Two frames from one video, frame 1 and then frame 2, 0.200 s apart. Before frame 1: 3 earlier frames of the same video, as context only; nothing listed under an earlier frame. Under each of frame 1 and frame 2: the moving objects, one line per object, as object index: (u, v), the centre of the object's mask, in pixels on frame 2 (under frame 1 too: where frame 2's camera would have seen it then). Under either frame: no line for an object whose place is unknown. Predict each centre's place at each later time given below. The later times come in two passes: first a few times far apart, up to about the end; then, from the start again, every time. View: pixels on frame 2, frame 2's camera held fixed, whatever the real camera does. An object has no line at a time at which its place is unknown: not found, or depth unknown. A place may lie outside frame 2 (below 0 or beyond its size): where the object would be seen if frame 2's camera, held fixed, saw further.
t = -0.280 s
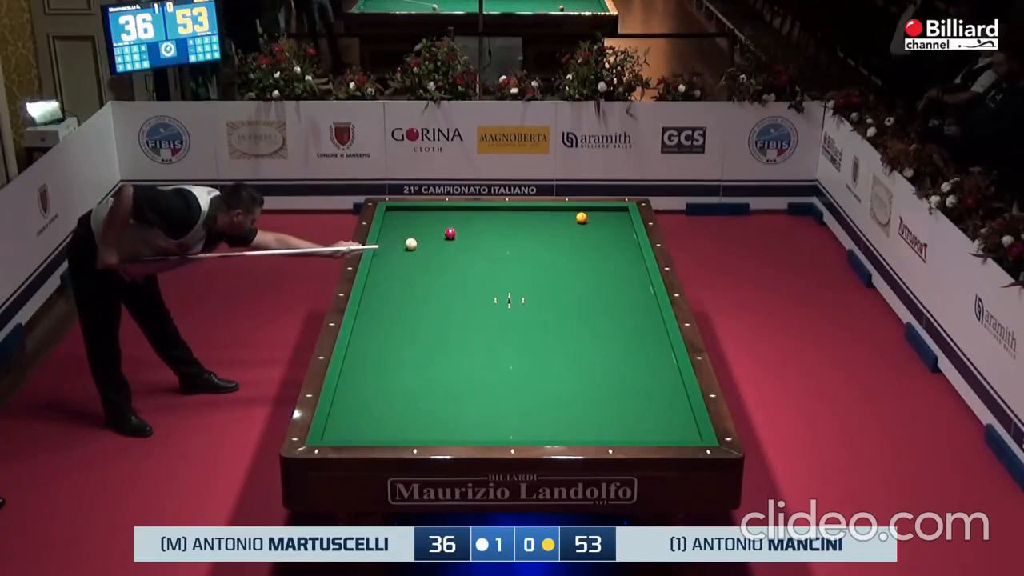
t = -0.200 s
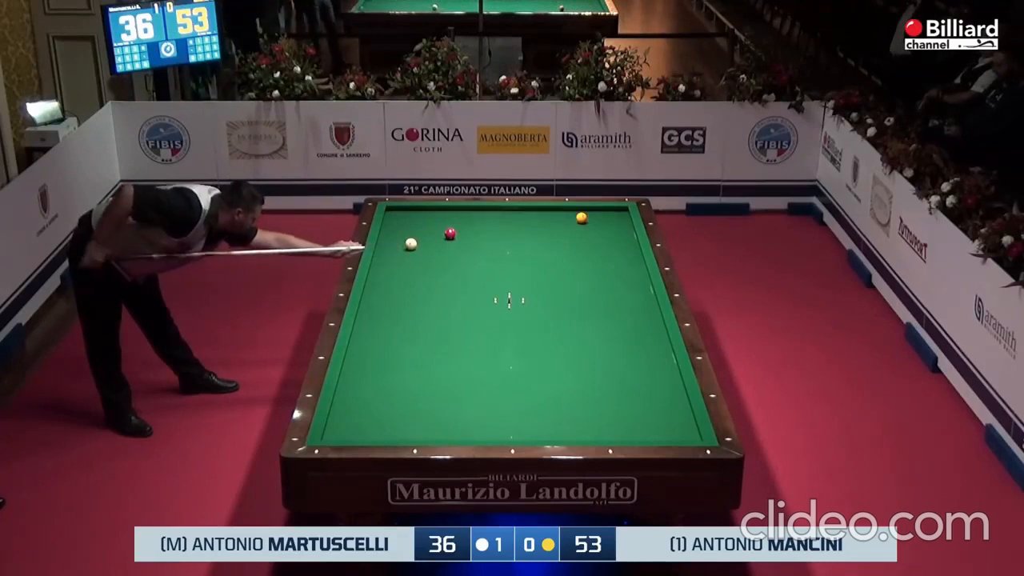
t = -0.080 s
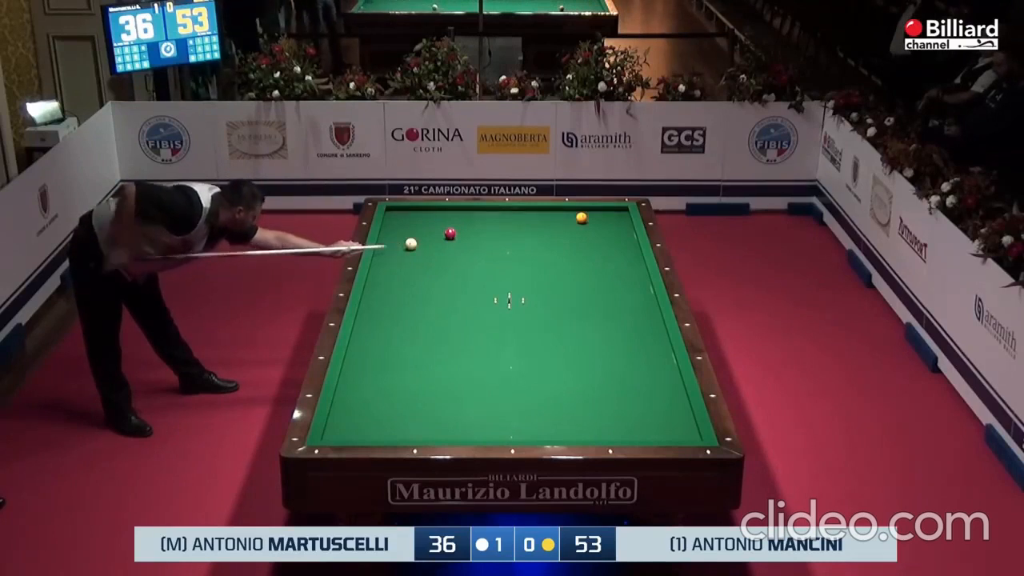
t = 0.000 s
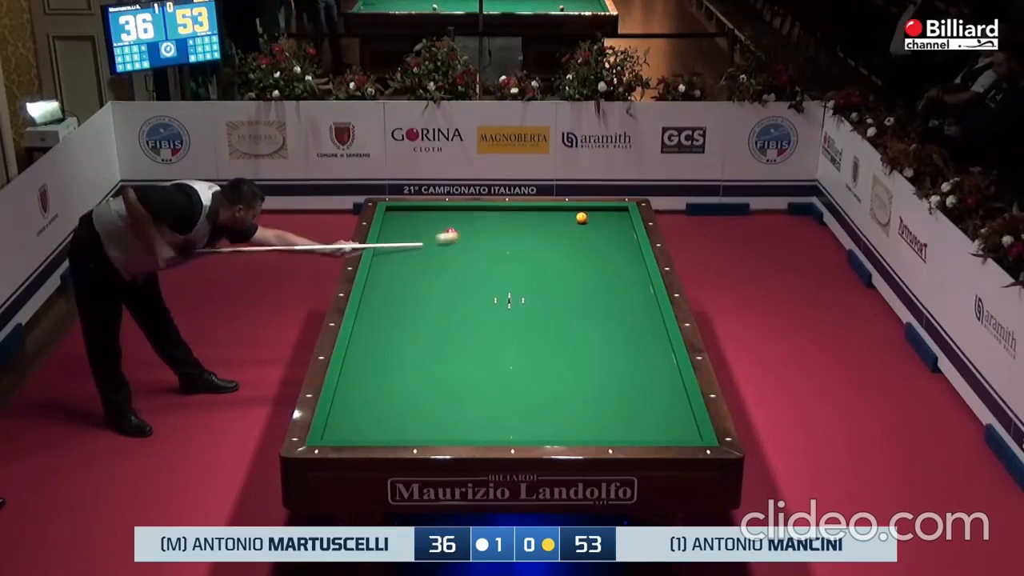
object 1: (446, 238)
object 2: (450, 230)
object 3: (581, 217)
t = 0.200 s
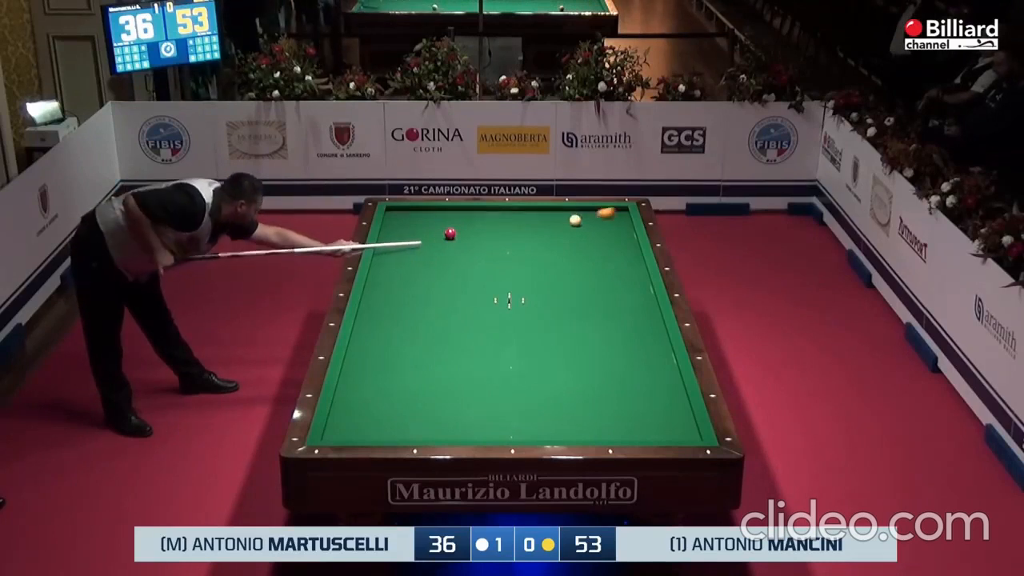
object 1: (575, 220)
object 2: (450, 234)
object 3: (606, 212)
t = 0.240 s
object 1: (577, 221)
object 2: (450, 234)
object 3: (621, 208)
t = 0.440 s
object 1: (587, 224)
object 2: (450, 234)
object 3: (539, 219)
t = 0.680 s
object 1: (598, 228)
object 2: (441, 236)
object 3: (458, 231)
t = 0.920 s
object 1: (609, 232)
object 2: (382, 250)
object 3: (440, 230)
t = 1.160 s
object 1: (620, 236)
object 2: (421, 258)
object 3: (419, 230)
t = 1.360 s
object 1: (628, 239)
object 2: (449, 264)
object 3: (401, 230)
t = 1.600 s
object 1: (631, 243)
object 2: (482, 271)
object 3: (387, 230)
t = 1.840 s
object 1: (627, 248)
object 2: (516, 279)
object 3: (397, 232)
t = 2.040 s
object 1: (625, 251)
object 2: (545, 285)
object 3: (404, 234)
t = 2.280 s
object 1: (621, 256)
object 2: (579, 293)
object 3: (412, 236)
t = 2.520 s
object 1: (618, 260)
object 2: (614, 301)
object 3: (420, 237)
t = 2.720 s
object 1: (615, 263)
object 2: (645, 308)
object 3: (427, 239)
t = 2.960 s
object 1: (612, 267)
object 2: (639, 313)
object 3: (434, 240)
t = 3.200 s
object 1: (609, 271)
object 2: (623, 317)
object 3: (441, 242)
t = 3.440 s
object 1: (605, 275)
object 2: (607, 321)
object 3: (448, 244)
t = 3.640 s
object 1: (603, 278)
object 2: (594, 325)
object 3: (453, 245)
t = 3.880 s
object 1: (600, 281)
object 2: (578, 329)
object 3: (459, 246)
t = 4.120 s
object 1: (597, 285)
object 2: (562, 333)
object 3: (465, 247)
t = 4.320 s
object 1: (595, 288)
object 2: (550, 336)
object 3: (469, 249)
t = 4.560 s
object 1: (592, 291)
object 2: (535, 341)
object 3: (474, 250)
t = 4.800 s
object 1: (589, 294)
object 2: (520, 345)
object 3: (479, 251)
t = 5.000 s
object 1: (587, 296)
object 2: (508, 348)
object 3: (482, 252)
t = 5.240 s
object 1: (585, 299)
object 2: (493, 352)
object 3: (487, 252)
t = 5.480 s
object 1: (583, 302)
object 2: (480, 356)
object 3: (490, 253)
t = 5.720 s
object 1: (580, 304)
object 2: (466, 360)
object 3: (494, 254)
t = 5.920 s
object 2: (455, 362)
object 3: (496, 255)
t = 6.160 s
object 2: (443, 366)
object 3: (499, 256)
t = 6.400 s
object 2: (430, 369)
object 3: (501, 256)
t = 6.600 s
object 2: (420, 372)
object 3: (503, 256)
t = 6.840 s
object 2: (409, 375)
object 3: (505, 257)
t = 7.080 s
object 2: (398, 378)
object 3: (506, 257)
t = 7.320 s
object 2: (387, 381)
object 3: (507, 257)
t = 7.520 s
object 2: (379, 383)
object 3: (508, 257)
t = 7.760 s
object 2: (370, 386)
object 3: (508, 257)
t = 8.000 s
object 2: (361, 388)
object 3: (508, 257)
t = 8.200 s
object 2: (353, 390)
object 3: (508, 257)
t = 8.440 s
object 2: (345, 392)
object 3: (508, 257)
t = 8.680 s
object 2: (342, 394)
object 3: (508, 257)
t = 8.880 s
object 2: (345, 395)
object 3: (508, 257)
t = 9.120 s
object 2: (348, 396)
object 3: (508, 257)
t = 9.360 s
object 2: (351, 397)
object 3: (508, 257)
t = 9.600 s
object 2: (353, 398)
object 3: (508, 257)
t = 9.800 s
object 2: (355, 398)
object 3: (508, 257)
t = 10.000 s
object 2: (356, 398)
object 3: (508, 257)
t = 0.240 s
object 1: (577, 221)
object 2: (450, 234)
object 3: (621, 208)
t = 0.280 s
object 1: (579, 221)
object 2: (450, 234)
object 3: (604, 209)
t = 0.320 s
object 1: (581, 222)
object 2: (450, 234)
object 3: (587, 212)
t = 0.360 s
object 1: (583, 223)
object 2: (450, 234)
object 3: (570, 214)
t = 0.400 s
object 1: (585, 223)
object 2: (450, 234)
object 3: (555, 216)
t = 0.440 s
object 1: (587, 224)
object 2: (450, 234)
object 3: (539, 219)
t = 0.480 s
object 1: (588, 225)
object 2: (450, 234)
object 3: (523, 221)
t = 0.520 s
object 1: (591, 226)
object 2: (450, 234)
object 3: (508, 224)
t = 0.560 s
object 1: (592, 226)
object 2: (449, 234)
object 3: (493, 226)
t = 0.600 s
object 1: (594, 227)
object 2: (450, 234)
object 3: (478, 228)
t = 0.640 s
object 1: (596, 227)
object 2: (450, 234)
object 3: (464, 231)
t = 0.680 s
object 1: (598, 228)
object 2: (441, 236)
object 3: (458, 231)
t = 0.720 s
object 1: (600, 229)
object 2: (429, 238)
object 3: (456, 231)
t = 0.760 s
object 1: (602, 229)
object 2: (418, 241)
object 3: (454, 230)
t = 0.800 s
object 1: (603, 230)
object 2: (406, 243)
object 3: (451, 230)
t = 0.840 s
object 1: (605, 231)
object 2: (395, 246)
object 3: (448, 230)
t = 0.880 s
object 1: (607, 231)
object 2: (384, 248)
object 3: (444, 230)
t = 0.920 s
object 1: (609, 232)
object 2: (382, 250)
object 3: (440, 230)
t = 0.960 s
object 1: (611, 233)
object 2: (390, 252)
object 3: (437, 230)
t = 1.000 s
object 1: (613, 233)
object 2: (397, 253)
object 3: (433, 230)
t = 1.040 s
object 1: (614, 234)
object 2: (404, 254)
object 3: (429, 230)
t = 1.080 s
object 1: (616, 235)
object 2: (410, 255)
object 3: (426, 230)
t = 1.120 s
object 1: (618, 235)
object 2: (416, 257)
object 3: (423, 230)
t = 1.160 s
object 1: (620, 236)
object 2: (421, 258)
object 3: (419, 230)
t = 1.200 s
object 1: (621, 236)
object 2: (427, 259)
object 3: (416, 230)
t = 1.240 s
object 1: (623, 237)
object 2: (433, 260)
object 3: (412, 230)
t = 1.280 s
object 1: (625, 238)
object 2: (438, 261)
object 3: (409, 230)
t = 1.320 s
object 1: (627, 239)
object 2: (443, 262)
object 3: (405, 230)
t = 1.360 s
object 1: (628, 239)
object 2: (449, 264)
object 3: (401, 230)
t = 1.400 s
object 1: (630, 240)
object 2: (454, 265)
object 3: (398, 230)
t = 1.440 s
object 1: (632, 240)
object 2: (460, 266)
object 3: (395, 230)
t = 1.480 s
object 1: (633, 241)
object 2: (466, 268)
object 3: (391, 230)
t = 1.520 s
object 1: (632, 242)
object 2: (471, 269)
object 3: (388, 229)
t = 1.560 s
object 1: (631, 243)
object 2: (476, 270)
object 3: (385, 230)
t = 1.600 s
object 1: (631, 243)
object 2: (482, 271)
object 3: (387, 230)
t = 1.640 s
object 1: (630, 244)
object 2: (488, 272)
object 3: (389, 230)
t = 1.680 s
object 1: (629, 245)
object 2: (493, 274)
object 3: (391, 231)
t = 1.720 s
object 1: (629, 245)
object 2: (499, 275)
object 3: (393, 231)
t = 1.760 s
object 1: (628, 246)
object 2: (505, 276)
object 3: (394, 231)
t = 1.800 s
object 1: (628, 247)
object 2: (510, 277)
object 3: (396, 232)
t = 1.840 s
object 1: (627, 248)
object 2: (516, 279)
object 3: (397, 232)
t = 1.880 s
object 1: (627, 248)
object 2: (521, 280)
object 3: (399, 232)
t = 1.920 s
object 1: (626, 249)
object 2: (527, 281)
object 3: (400, 233)
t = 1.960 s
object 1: (625, 250)
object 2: (533, 282)
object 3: (401, 233)
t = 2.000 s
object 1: (625, 250)
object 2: (539, 284)
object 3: (403, 233)
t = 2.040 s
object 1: (625, 251)
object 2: (545, 285)
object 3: (404, 234)
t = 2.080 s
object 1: (624, 252)
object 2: (550, 286)
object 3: (405, 234)
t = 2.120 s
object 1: (623, 253)
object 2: (556, 288)
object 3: (407, 234)
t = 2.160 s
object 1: (623, 253)
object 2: (562, 289)
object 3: (408, 235)
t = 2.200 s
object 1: (622, 254)
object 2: (568, 290)
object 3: (410, 235)
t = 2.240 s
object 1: (622, 255)
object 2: (573, 292)
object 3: (411, 235)
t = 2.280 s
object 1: (621, 256)
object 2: (579, 293)
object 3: (412, 236)
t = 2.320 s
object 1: (621, 256)
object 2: (585, 294)
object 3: (414, 236)
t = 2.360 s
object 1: (620, 257)
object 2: (591, 295)
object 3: (415, 236)
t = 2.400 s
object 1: (620, 258)
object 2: (597, 297)
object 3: (416, 237)
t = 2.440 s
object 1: (619, 258)
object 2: (603, 298)
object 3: (418, 237)
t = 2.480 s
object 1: (618, 259)
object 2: (609, 299)
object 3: (419, 237)
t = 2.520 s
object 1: (618, 260)
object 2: (614, 301)
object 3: (420, 237)
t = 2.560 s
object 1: (617, 260)
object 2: (620, 302)
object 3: (422, 238)
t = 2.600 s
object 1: (617, 261)
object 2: (627, 304)
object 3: (423, 238)
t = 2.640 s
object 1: (616, 262)
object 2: (632, 305)
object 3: (424, 238)
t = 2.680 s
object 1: (616, 263)
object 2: (638, 306)
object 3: (425, 239)
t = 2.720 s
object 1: (615, 263)
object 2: (645, 308)
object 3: (427, 239)
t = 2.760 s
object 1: (614, 264)
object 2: (650, 309)
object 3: (428, 239)
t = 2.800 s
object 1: (614, 265)
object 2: (653, 310)
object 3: (429, 239)
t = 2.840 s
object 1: (614, 265)
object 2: (649, 310)
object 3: (430, 240)
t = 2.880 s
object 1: (613, 266)
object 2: (646, 311)
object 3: (432, 240)
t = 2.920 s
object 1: (612, 266)
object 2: (642, 312)
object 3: (433, 240)
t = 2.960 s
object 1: (612, 267)
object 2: (639, 313)
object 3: (434, 240)
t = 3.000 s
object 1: (611, 268)
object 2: (636, 313)
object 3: (435, 241)
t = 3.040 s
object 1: (611, 268)
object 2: (634, 314)
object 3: (436, 241)
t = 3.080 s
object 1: (610, 269)
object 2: (631, 315)
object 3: (438, 241)
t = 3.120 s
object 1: (609, 270)
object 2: (628, 315)
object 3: (439, 241)
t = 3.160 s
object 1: (609, 270)
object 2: (626, 316)
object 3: (440, 242)
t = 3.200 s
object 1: (609, 271)
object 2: (623, 317)
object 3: (441, 242)
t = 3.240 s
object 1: (608, 272)
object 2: (620, 318)
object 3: (442, 242)
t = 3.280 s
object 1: (608, 272)
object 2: (618, 319)
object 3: (443, 243)
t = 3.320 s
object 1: (607, 273)
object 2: (615, 319)
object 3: (445, 243)
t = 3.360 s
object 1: (607, 274)
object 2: (612, 320)
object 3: (446, 243)
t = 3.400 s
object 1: (606, 274)
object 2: (610, 320)
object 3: (447, 243)
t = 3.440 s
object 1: (605, 275)
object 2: (607, 321)
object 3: (448, 244)
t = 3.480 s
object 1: (605, 275)
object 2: (604, 322)
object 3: (449, 244)
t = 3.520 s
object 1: (604, 276)
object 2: (602, 323)
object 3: (450, 244)
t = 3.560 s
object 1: (604, 277)
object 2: (599, 323)
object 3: (451, 244)
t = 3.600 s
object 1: (603, 277)
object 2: (596, 324)
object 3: (452, 244)
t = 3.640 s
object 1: (603, 278)
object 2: (594, 325)
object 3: (453, 245)
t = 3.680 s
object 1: (602, 278)
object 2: (591, 325)
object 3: (454, 245)
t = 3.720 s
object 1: (602, 279)
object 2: (588, 326)
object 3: (455, 245)
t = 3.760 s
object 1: (601, 280)
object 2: (586, 327)
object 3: (456, 245)
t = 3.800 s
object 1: (601, 280)
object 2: (583, 328)
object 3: (457, 246)
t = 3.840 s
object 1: (600, 281)
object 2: (581, 328)
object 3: (458, 246)
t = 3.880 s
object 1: (600, 281)
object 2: (578, 329)
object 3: (459, 246)
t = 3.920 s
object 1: (599, 282)
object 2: (575, 330)
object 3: (460, 246)
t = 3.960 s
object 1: (599, 282)
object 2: (573, 330)
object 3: (461, 247)
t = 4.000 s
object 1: (599, 283)
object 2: (570, 331)
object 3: (462, 247)
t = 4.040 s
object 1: (598, 284)
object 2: (568, 331)
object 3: (463, 247)
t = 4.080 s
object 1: (597, 284)
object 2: (565, 332)
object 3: (464, 247)
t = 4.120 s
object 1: (597, 285)
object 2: (562, 333)
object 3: (465, 247)
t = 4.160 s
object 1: (596, 285)
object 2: (560, 334)
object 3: (466, 248)
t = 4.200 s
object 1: (596, 286)
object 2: (557, 334)
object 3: (467, 248)
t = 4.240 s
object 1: (596, 286)
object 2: (555, 335)
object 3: (467, 248)
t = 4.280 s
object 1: (595, 287)
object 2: (552, 336)
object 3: (468, 248)
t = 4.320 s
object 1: (595, 288)
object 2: (550, 336)
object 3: (469, 249)
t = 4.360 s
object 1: (594, 288)
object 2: (547, 337)
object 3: (470, 249)
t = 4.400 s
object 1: (594, 289)
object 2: (545, 338)
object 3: (471, 249)
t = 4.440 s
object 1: (593, 289)
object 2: (542, 338)
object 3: (472, 249)
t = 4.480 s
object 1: (593, 290)
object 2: (540, 340)
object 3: (472, 249)
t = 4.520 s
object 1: (592, 290)
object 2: (537, 340)
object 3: (473, 250)
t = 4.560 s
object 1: (592, 291)
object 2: (535, 341)
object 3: (474, 250)
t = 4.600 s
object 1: (591, 291)
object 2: (532, 341)
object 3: (475, 250)
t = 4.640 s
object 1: (591, 292)
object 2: (530, 342)
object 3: (476, 250)
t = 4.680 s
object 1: (590, 292)
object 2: (527, 343)
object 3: (477, 250)
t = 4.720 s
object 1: (590, 293)
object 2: (525, 344)
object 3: (477, 251)
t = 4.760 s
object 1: (590, 293)
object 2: (522, 344)
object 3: (478, 251)
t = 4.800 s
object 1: (589, 294)
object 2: (520, 345)
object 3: (479, 251)
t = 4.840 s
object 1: (589, 294)
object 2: (517, 345)
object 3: (480, 251)
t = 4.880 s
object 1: (588, 295)
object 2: (515, 346)
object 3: (480, 251)
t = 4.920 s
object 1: (588, 295)
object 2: (513, 347)
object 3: (481, 252)
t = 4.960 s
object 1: (588, 296)
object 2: (510, 347)
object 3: (482, 252)
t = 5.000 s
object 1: (587, 296)
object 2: (508, 348)
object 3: (482, 252)
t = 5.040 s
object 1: (587, 297)
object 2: (505, 349)
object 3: (483, 252)
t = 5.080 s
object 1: (587, 297)
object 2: (503, 349)
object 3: (484, 252)
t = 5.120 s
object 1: (586, 298)
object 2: (501, 350)
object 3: (485, 252)
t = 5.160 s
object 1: (586, 298)
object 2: (498, 351)
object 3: (485, 252)
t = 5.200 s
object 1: (585, 299)
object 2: (496, 351)
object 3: (486, 252)
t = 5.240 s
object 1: (585, 299)
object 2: (493, 352)
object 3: (487, 252)
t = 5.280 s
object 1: (585, 300)
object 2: (491, 353)
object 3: (487, 253)
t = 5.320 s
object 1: (584, 300)
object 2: (489, 353)
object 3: (488, 253)
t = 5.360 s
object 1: (584, 301)
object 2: (487, 354)
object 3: (489, 253)
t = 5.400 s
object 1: (583, 301)
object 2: (484, 355)
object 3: (489, 253)
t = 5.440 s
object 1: (583, 302)
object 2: (482, 355)
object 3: (490, 253)
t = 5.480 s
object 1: (583, 302)
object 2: (480, 356)
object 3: (490, 253)
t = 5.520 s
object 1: (582, 302)
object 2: (478, 356)
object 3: (491, 253)
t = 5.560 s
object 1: (582, 303)
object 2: (475, 357)
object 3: (492, 254)
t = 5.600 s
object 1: (582, 303)
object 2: (473, 358)
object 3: (492, 254)
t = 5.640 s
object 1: (581, 303)
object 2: (471, 358)
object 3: (492, 254)
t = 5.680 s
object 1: (581, 304)
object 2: (468, 359)
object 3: (493, 254)
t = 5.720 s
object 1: (580, 304)
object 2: (466, 360)
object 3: (494, 254)
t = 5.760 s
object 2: (464, 360)
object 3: (494, 254)
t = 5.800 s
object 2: (462, 361)
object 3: (495, 255)
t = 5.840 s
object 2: (459, 361)
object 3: (495, 255)
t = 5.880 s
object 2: (458, 362)
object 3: (496, 255)
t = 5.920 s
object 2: (455, 362)
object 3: (496, 255)
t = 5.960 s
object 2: (453, 363)
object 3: (497, 255)
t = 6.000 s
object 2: (451, 363)
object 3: (497, 255)
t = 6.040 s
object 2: (449, 364)
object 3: (498, 255)
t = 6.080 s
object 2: (447, 365)
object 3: (498, 255)
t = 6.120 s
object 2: (444, 365)
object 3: (498, 255)
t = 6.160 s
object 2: (443, 366)
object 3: (499, 256)
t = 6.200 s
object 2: (440, 366)
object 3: (499, 256)
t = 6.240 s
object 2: (438, 367)
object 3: (500, 256)
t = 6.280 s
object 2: (436, 367)
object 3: (500, 256)
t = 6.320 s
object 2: (434, 368)
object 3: (500, 256)
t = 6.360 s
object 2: (432, 368)
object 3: (501, 256)
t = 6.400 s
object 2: (430, 369)
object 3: (501, 256)
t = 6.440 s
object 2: (428, 369)
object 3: (501, 256)
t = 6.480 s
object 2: (426, 370)
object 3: (502, 256)
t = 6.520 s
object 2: (424, 370)
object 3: (502, 256)
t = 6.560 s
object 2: (422, 371)
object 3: (503, 256)
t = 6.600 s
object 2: (420, 372)
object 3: (503, 256)
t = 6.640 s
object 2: (418, 372)
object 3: (503, 256)
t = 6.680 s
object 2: (417, 373)
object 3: (504, 256)
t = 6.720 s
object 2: (415, 373)
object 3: (504, 257)
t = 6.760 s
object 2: (412, 374)
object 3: (504, 257)
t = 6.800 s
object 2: (411, 374)
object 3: (505, 257)
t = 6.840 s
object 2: (409, 375)
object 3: (505, 257)
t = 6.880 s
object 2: (407, 375)
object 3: (505, 257)
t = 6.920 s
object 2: (405, 376)
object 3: (505, 257)
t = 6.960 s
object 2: (403, 376)
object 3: (505, 257)
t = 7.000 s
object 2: (401, 377)
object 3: (505, 257)
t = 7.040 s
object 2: (400, 377)
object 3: (506, 257)
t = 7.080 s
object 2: (398, 378)
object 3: (506, 257)
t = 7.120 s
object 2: (396, 378)
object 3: (506, 257)
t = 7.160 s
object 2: (394, 379)
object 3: (506, 257)
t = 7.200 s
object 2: (393, 379)
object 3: (506, 257)
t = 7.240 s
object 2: (391, 380)
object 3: (507, 257)
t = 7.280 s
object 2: (389, 380)
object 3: (507, 257)
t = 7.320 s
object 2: (387, 381)
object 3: (507, 257)
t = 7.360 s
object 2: (386, 381)
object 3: (507, 257)
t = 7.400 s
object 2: (384, 382)
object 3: (507, 257)
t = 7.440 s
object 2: (382, 382)
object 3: (507, 257)
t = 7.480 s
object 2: (381, 383)
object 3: (507, 257)
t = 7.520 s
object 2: (379, 383)
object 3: (508, 257)
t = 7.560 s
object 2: (377, 384)
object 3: (508, 257)
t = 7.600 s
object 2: (376, 384)
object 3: (508, 257)
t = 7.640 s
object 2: (374, 384)
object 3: (508, 257)
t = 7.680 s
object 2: (373, 385)
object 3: (508, 257)
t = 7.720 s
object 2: (371, 385)
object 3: (508, 257)
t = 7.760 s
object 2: (370, 386)
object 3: (508, 257)
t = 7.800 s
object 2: (368, 386)
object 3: (508, 257)
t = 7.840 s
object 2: (367, 386)
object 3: (508, 257)
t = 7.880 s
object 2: (365, 387)
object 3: (508, 257)
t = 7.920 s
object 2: (364, 387)
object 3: (508, 257)
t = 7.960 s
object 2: (362, 388)
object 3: (508, 257)
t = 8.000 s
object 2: (361, 388)
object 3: (508, 257)
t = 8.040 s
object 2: (359, 388)
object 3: (508, 257)
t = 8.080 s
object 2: (358, 388)
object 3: (508, 257)
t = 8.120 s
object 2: (356, 389)
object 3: (508, 257)
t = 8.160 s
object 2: (355, 389)
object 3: (508, 257)
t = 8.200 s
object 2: (353, 390)
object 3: (508, 257)
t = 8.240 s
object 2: (352, 390)
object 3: (508, 257)
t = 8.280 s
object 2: (351, 391)
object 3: (508, 257)
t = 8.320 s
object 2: (349, 391)
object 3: (508, 257)
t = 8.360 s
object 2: (348, 391)
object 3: (508, 257)
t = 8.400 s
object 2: (346, 392)
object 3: (508, 257)
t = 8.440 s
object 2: (345, 392)
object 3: (508, 257)
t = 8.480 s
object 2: (344, 393)
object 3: (508, 257)
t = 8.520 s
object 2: (343, 393)
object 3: (508, 257)
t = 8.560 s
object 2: (341, 393)
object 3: (508, 257)
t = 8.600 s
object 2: (341, 394)
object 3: (508, 257)
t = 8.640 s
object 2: (342, 394)
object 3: (508, 257)
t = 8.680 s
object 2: (342, 394)
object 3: (508, 257)
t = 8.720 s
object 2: (343, 394)
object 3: (508, 257)
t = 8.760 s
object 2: (344, 394)
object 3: (508, 257)
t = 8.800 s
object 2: (344, 394)
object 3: (508, 257)
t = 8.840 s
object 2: (345, 395)
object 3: (508, 257)
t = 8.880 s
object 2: (345, 395)
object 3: (508, 257)
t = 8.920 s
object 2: (346, 395)
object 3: (508, 257)
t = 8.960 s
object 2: (346, 395)
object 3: (508, 257)
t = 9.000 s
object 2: (347, 396)
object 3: (508, 257)
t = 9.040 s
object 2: (347, 396)
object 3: (508, 257)
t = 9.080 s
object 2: (348, 396)
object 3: (508, 257)
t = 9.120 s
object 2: (348, 396)
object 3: (508, 257)
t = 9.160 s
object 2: (349, 396)
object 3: (508, 257)
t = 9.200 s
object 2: (349, 396)
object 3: (508, 257)
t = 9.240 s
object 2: (350, 396)
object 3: (508, 257)
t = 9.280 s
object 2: (350, 397)
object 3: (508, 257)
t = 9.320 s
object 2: (351, 397)
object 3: (508, 257)
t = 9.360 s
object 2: (351, 397)
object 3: (508, 257)
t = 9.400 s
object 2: (352, 397)
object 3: (508, 257)
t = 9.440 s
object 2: (352, 397)
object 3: (508, 257)
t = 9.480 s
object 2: (352, 397)
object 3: (508, 257)
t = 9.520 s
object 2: (353, 397)
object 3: (508, 257)
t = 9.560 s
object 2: (353, 397)
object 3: (508, 257)
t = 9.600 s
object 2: (353, 398)
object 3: (508, 257)
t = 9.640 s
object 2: (354, 398)
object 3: (508, 257)
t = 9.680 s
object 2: (354, 398)
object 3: (508, 257)
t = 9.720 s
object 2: (354, 398)
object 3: (508, 258)
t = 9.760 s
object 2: (355, 398)
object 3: (508, 258)
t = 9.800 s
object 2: (355, 398)
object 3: (508, 257)
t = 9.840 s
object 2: (355, 398)
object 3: (508, 257)
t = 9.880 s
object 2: (355, 398)
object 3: (508, 258)
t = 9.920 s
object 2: (355, 398)
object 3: (508, 257)
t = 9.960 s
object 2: (355, 398)
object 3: (508, 257)
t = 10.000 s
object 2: (356, 398)
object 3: (508, 257)
